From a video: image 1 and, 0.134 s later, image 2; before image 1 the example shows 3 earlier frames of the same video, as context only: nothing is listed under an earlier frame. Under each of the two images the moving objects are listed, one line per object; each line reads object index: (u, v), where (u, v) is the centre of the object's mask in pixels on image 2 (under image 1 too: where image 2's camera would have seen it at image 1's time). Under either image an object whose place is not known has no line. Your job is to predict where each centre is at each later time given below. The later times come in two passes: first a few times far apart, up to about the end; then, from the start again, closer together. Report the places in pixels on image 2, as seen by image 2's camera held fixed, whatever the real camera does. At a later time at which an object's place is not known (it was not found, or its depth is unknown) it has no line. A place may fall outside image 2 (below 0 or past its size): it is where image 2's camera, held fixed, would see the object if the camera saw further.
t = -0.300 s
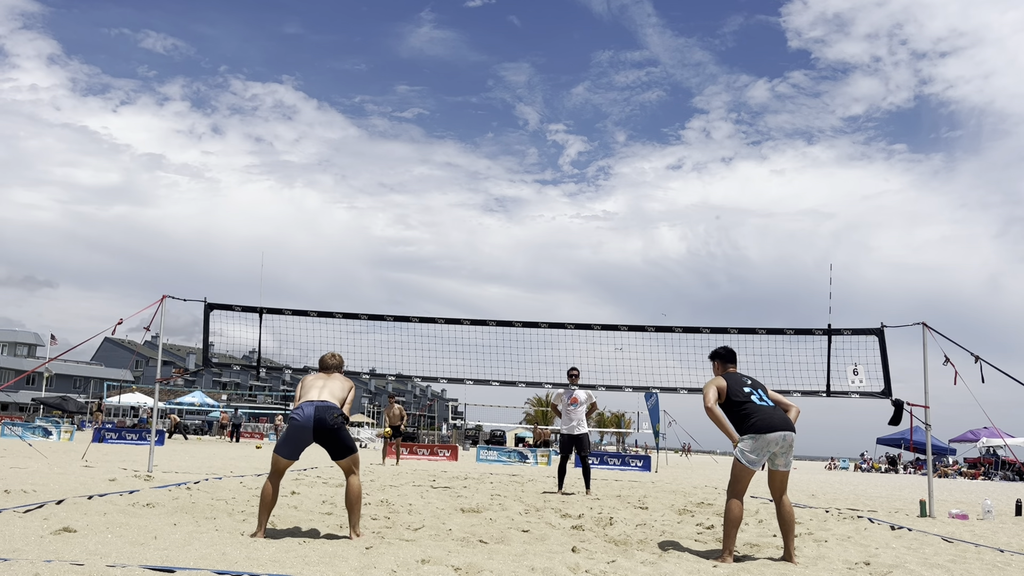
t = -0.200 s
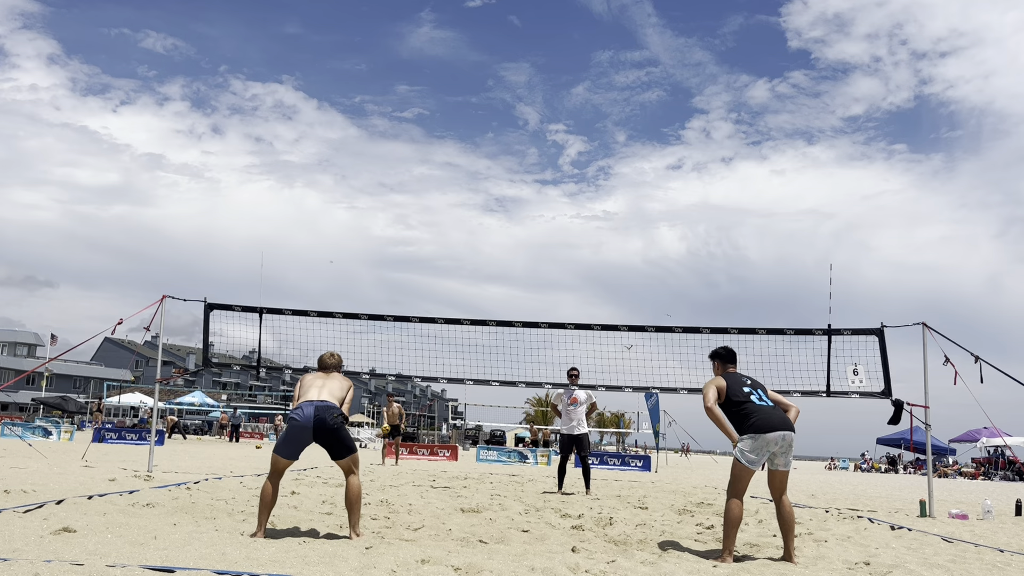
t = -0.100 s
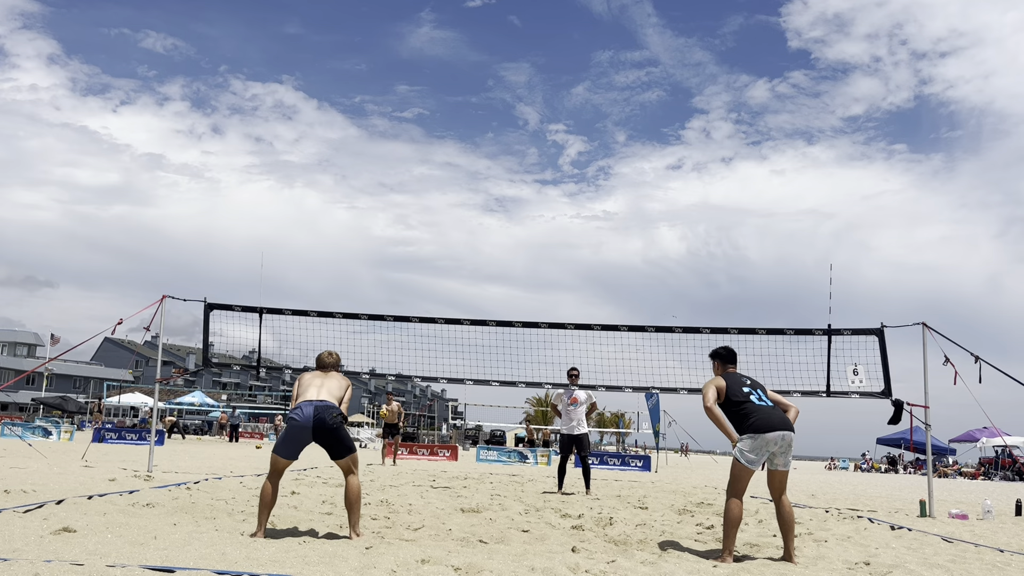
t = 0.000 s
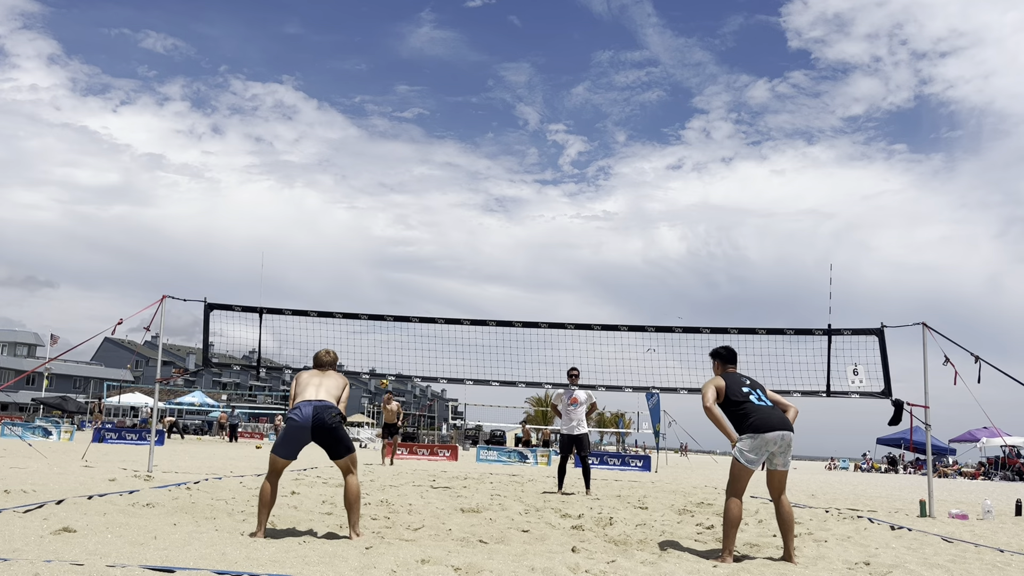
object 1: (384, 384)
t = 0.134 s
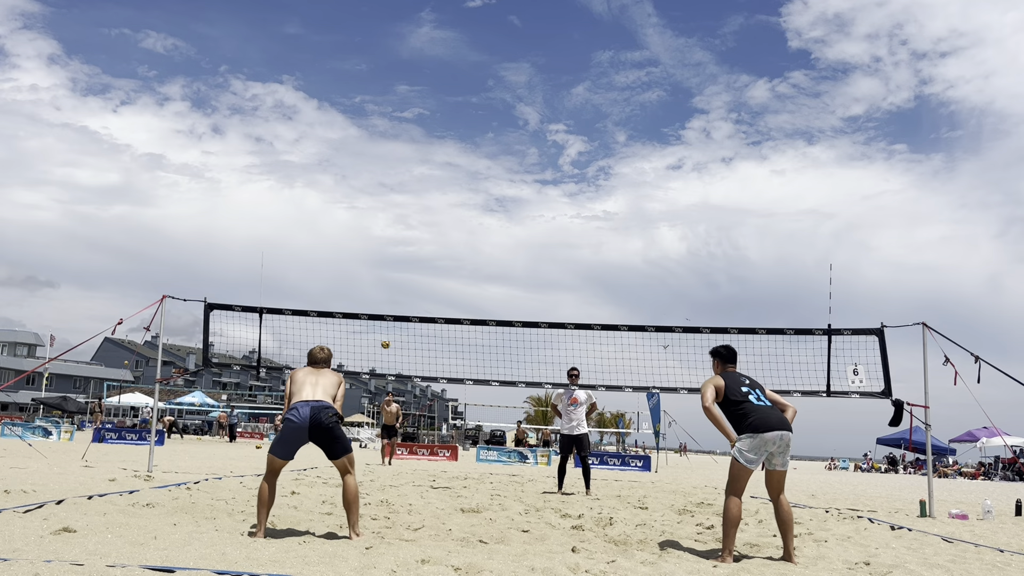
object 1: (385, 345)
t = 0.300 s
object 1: (386, 307)
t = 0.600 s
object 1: (385, 272)
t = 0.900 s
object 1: (382, 274)
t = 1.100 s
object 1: (379, 297)
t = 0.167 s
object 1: (386, 336)
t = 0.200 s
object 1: (386, 328)
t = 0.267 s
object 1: (386, 313)
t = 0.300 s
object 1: (386, 307)
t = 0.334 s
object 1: (386, 301)
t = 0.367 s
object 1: (386, 296)
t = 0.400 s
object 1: (386, 291)
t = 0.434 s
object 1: (386, 287)
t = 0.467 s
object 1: (386, 283)
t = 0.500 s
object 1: (386, 279)
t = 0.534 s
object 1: (385, 276)
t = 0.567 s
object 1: (385, 274)
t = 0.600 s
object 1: (385, 272)
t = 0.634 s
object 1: (385, 270)
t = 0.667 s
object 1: (384, 269)
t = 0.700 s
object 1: (384, 268)
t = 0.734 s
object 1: (384, 268)
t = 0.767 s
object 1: (384, 269)
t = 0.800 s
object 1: (383, 269)
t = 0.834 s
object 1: (383, 270)
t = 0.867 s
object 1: (382, 272)
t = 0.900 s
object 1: (382, 274)
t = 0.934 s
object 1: (382, 277)
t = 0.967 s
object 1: (381, 280)
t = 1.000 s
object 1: (381, 284)
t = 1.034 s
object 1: (380, 288)
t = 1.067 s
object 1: (380, 292)
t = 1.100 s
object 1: (379, 297)
